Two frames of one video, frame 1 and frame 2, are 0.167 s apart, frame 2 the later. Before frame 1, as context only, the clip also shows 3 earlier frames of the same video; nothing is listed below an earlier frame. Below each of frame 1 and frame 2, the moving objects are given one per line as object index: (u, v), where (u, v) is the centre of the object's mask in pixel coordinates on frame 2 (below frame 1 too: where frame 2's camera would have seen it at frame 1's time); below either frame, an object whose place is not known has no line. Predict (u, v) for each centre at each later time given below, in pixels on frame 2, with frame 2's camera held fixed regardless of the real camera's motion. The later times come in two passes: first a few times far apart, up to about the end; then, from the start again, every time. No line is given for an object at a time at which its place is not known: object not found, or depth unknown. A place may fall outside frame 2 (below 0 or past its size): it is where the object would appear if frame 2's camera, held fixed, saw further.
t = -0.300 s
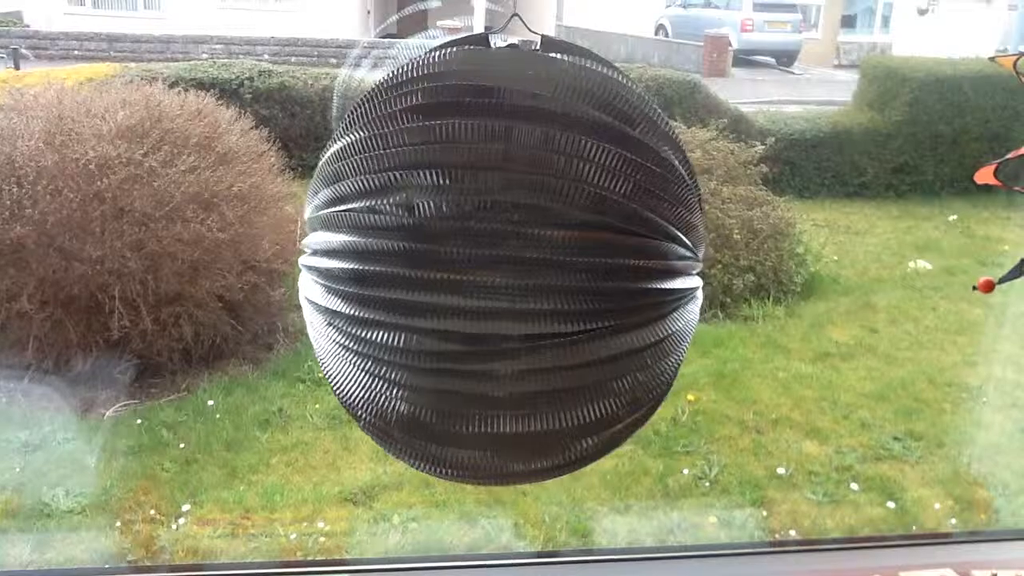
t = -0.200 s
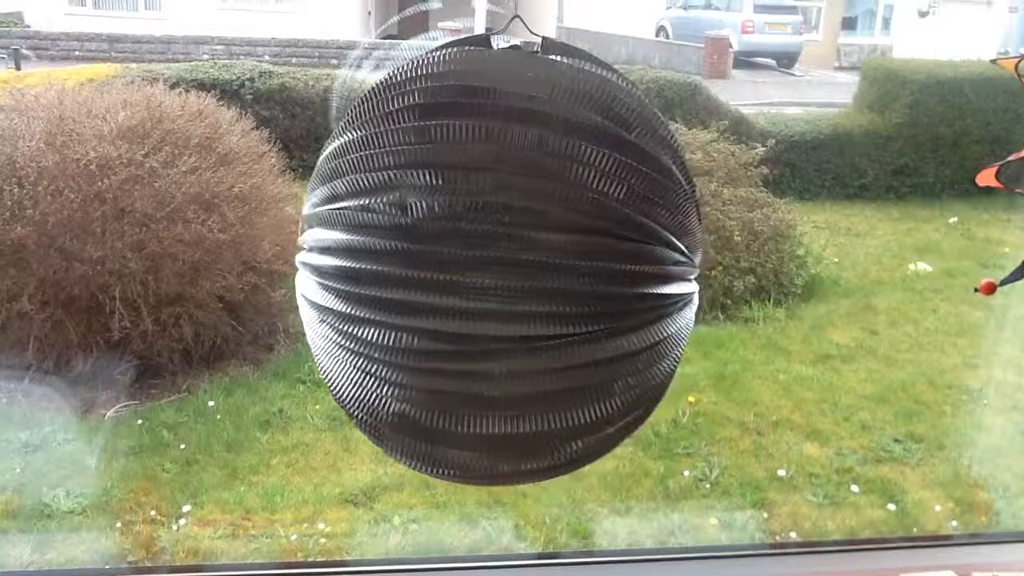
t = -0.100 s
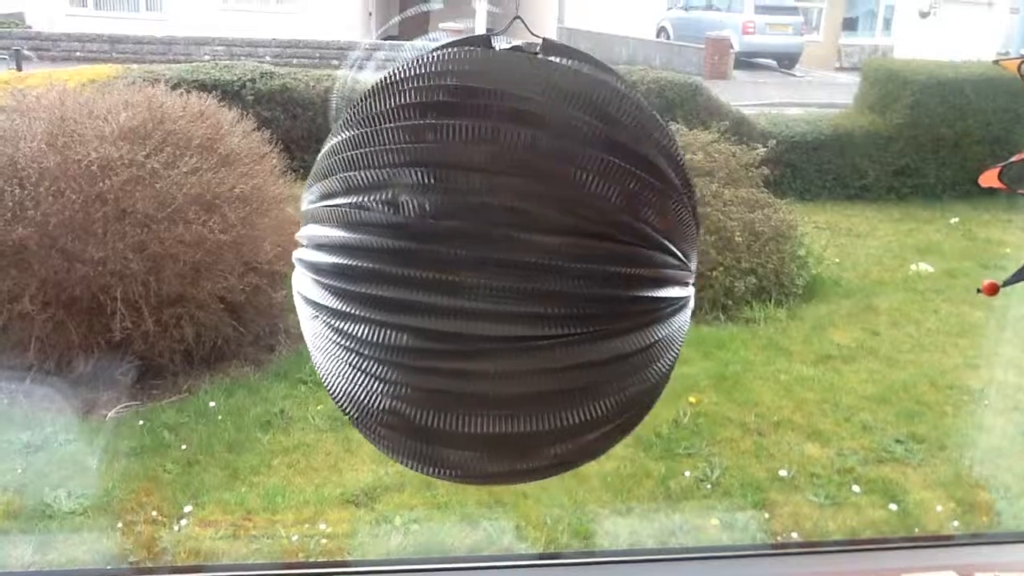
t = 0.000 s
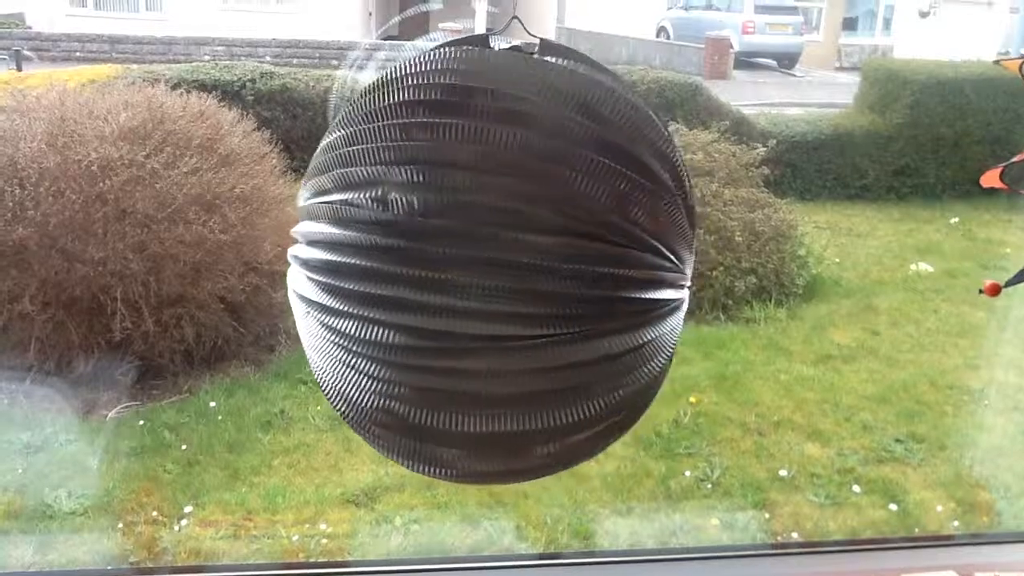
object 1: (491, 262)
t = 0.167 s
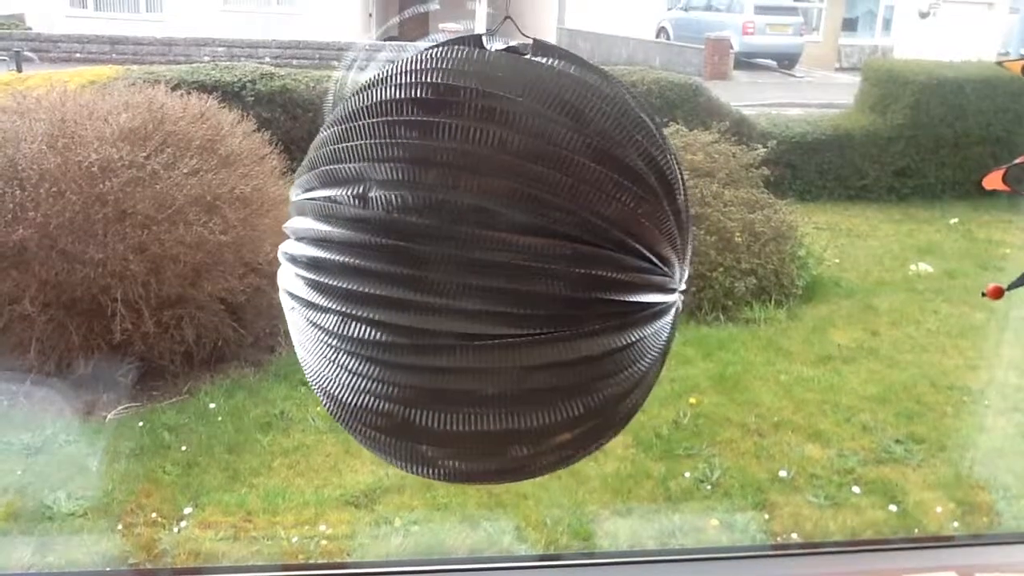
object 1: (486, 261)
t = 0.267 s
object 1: (480, 261)
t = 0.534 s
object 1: (477, 260)
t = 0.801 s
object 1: (479, 262)
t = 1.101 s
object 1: (490, 265)
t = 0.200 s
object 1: (484, 261)
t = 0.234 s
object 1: (481, 261)
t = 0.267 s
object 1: (480, 261)
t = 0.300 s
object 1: (480, 262)
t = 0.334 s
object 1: (480, 261)
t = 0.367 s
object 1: (480, 261)
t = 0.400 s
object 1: (478, 261)
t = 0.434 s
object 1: (478, 261)
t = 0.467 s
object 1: (478, 261)
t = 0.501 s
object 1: (477, 260)
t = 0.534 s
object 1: (477, 260)
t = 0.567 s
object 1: (477, 262)
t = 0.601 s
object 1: (477, 261)
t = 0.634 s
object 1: (477, 262)
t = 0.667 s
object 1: (477, 263)
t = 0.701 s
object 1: (478, 263)
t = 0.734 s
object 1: (478, 262)
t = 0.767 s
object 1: (479, 262)
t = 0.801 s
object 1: (479, 262)
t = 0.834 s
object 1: (481, 262)
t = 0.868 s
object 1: (482, 263)
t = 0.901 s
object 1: (482, 262)
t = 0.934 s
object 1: (482, 262)
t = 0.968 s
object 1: (483, 263)
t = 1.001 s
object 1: (486, 263)
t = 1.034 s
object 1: (487, 264)
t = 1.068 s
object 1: (489, 264)
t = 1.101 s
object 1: (490, 265)
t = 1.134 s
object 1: (491, 265)
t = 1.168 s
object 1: (493, 267)
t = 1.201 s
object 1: (496, 267)
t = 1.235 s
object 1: (498, 265)
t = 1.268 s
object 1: (499, 266)
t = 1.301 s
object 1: (500, 267)
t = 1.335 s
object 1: (502, 267)
